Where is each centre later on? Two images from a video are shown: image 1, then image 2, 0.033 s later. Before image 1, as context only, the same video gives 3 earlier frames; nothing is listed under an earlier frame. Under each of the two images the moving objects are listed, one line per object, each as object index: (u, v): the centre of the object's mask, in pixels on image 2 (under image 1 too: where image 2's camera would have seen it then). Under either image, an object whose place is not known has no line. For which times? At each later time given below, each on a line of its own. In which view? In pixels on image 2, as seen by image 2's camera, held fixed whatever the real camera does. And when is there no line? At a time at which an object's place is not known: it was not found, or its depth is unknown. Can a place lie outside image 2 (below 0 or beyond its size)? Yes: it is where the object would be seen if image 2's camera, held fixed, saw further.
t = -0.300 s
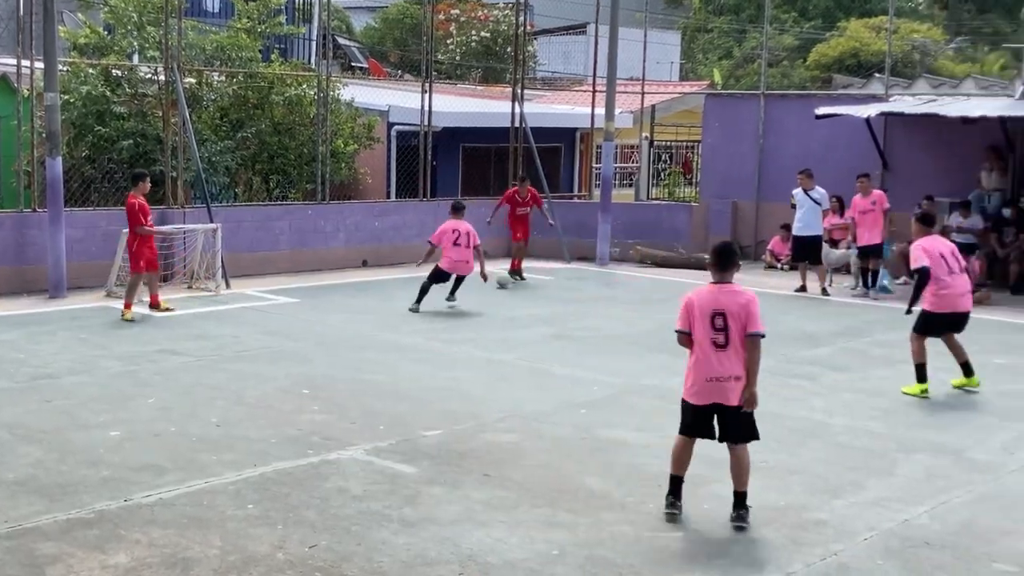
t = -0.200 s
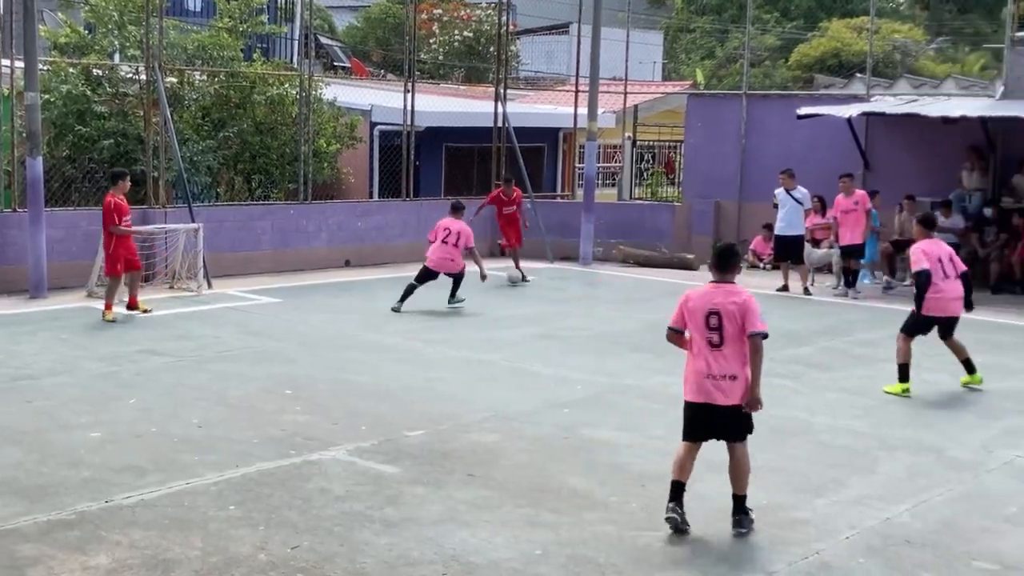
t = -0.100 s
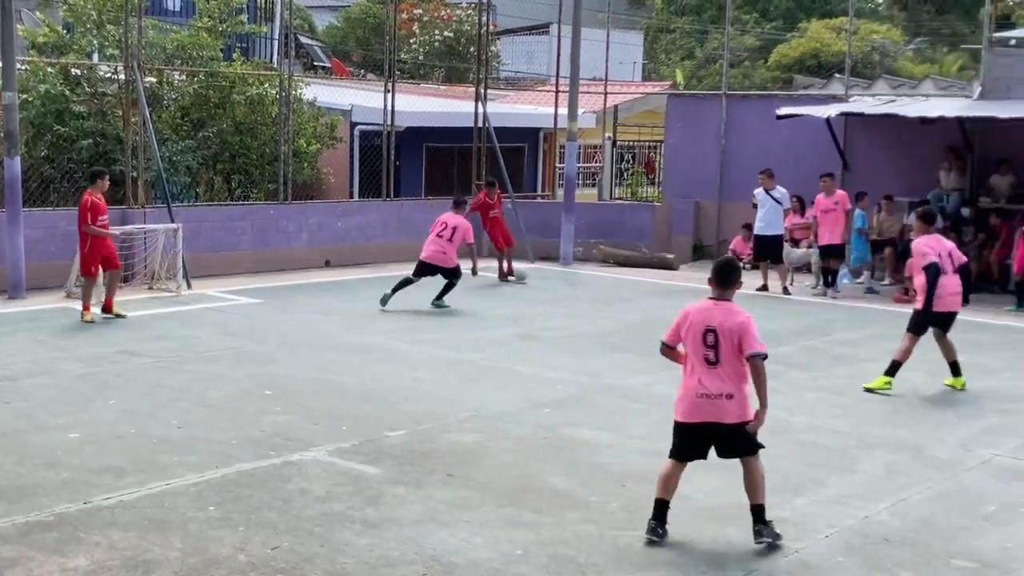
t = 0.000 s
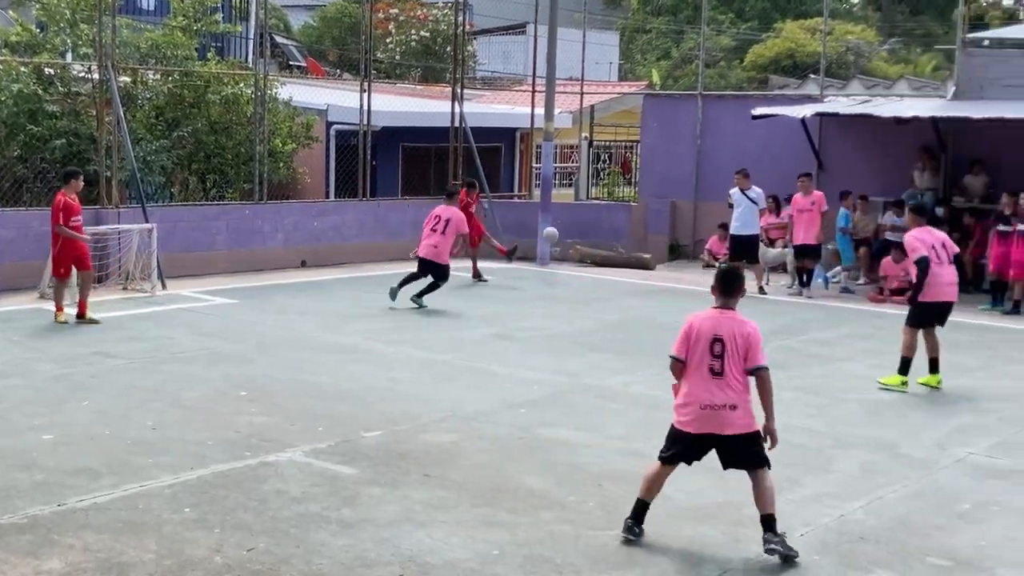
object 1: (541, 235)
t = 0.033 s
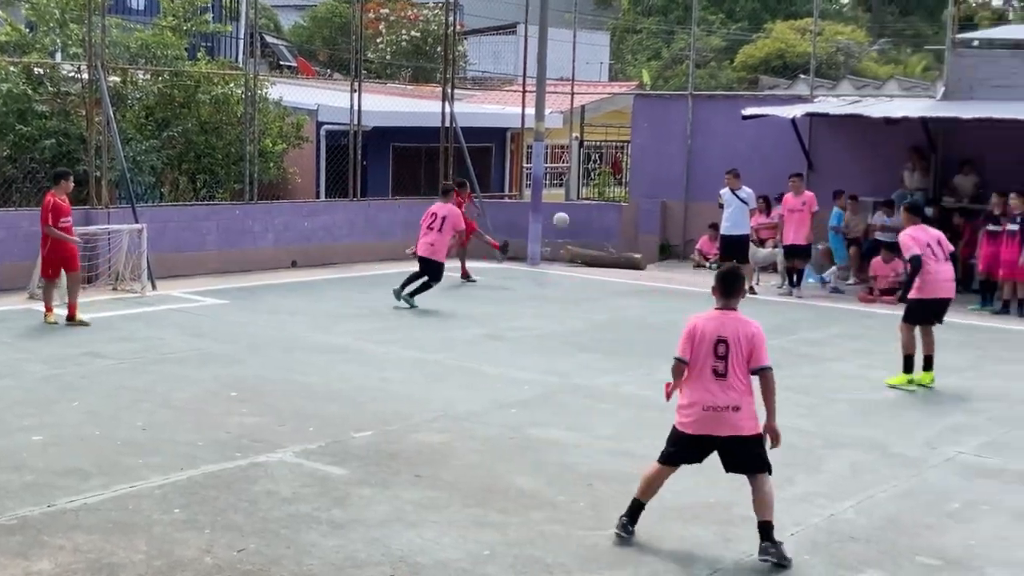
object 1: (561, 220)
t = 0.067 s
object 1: (581, 205)
